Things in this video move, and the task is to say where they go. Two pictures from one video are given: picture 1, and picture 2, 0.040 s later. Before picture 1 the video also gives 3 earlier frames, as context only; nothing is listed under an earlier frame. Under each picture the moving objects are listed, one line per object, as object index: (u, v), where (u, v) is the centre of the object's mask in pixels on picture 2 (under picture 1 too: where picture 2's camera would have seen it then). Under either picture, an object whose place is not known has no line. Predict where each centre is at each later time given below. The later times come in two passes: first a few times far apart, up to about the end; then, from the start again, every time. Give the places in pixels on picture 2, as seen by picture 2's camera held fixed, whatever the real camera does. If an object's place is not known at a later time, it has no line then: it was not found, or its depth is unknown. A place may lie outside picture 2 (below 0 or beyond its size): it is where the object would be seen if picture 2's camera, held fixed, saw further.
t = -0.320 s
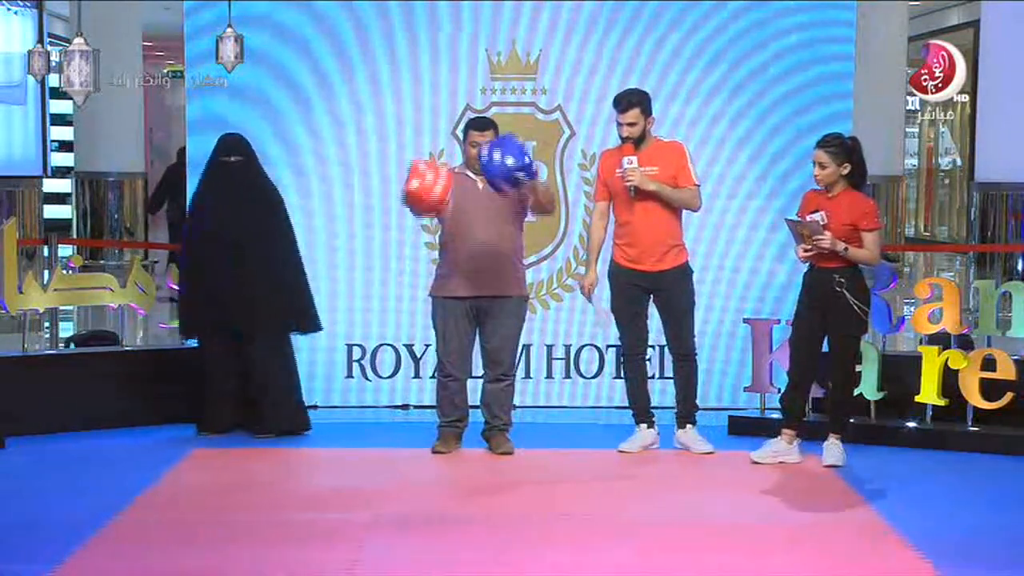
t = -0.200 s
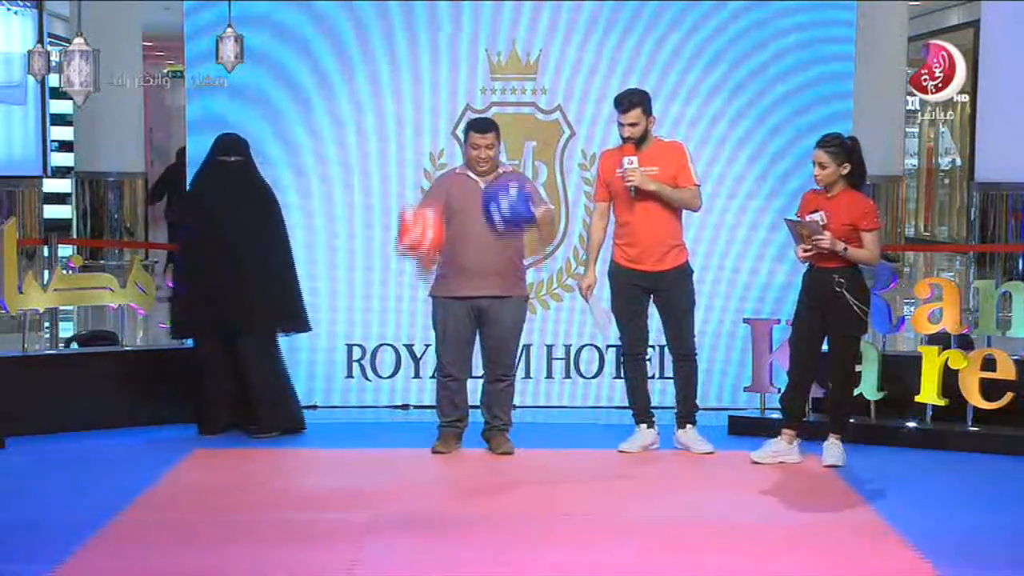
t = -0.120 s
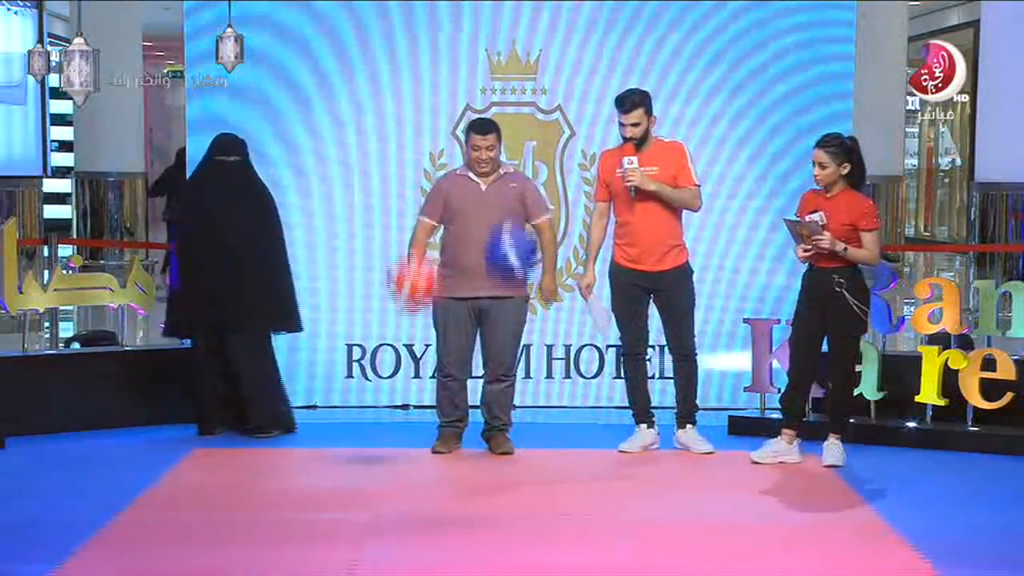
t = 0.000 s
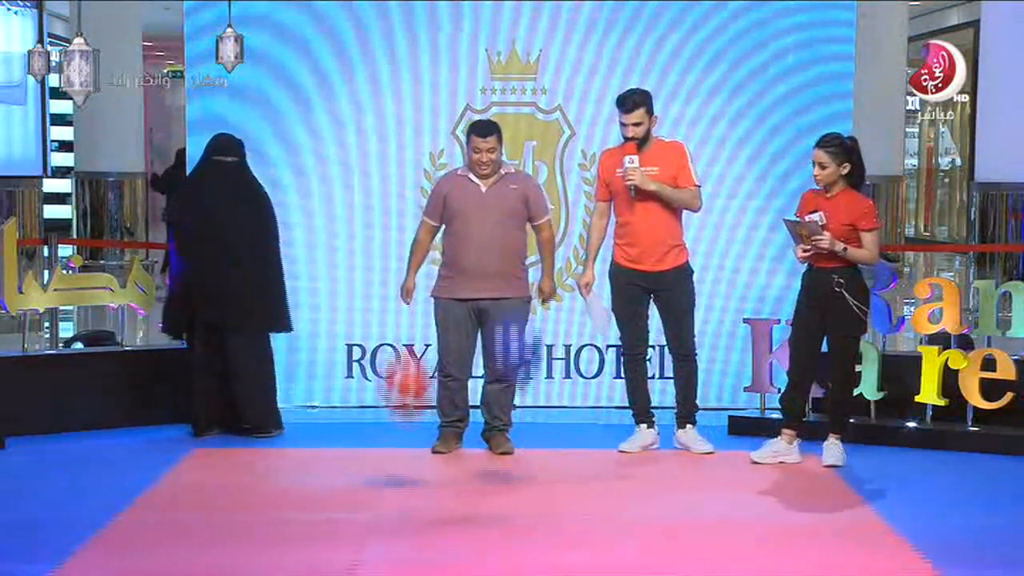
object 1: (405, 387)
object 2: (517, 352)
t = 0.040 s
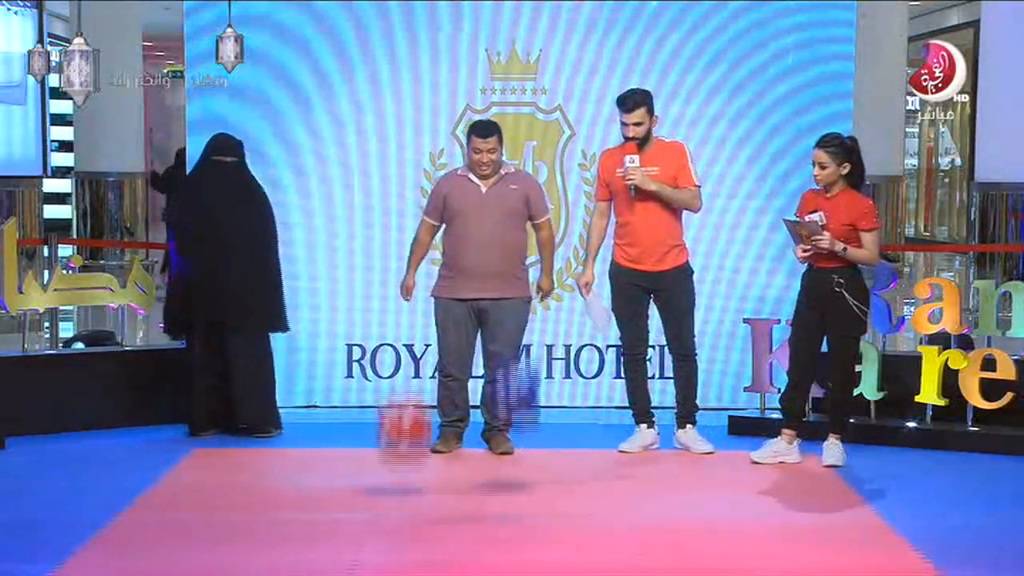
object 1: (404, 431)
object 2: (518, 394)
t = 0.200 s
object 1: (387, 449)
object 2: (498, 454)
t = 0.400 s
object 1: (360, 454)
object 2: (448, 442)
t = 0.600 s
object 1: (342, 487)
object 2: (406, 481)
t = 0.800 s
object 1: (334, 513)
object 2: (394, 491)
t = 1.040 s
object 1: (292, 515)
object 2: (389, 500)
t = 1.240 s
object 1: (266, 524)
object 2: (391, 510)
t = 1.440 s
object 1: (245, 535)
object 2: (394, 518)
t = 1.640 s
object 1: (236, 537)
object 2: (395, 516)
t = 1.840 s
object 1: (230, 542)
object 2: (400, 524)
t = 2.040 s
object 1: (224, 547)
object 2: (387, 529)
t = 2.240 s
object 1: (225, 548)
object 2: (369, 530)
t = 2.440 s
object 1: (220, 553)
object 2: (358, 526)
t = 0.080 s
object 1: (400, 473)
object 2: (518, 444)
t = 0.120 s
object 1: (396, 472)
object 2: (515, 478)
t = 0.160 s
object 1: (392, 458)
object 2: (508, 468)
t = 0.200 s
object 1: (387, 449)
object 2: (498, 454)
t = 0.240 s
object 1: (382, 442)
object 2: (488, 445)
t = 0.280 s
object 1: (376, 439)
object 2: (478, 436)
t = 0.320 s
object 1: (371, 440)
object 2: (469, 434)
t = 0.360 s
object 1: (366, 444)
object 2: (457, 436)
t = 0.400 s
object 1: (360, 454)
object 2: (448, 442)
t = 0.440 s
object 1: (355, 466)
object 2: (437, 450)
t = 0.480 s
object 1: (350, 482)
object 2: (426, 463)
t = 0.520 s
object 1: (344, 498)
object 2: (416, 481)
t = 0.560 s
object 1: (343, 493)
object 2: (410, 488)
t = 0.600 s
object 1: (342, 487)
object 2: (406, 481)
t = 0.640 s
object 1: (340, 485)
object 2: (403, 480)
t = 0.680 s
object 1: (340, 487)
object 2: (400, 482)
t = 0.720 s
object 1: (338, 492)
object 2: (396, 489)
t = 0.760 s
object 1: (336, 503)
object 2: (394, 495)
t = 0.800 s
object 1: (334, 513)
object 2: (394, 491)
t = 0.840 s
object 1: (328, 510)
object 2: (393, 490)
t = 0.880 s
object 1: (321, 510)
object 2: (393, 492)
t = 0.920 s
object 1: (313, 515)
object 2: (392, 498)
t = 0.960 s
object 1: (305, 517)
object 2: (392, 497)
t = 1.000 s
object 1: (299, 514)
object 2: (390, 496)
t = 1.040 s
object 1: (292, 515)
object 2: (389, 500)
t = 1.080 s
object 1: (286, 519)
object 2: (388, 507)
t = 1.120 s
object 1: (280, 524)
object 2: (388, 506)
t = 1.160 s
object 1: (275, 525)
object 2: (388, 506)
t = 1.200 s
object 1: (269, 528)
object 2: (389, 507)
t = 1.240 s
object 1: (266, 524)
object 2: (391, 510)
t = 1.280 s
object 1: (261, 524)
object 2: (392, 513)
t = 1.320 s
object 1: (258, 525)
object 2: (394, 512)
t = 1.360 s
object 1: (254, 529)
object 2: (395, 513)
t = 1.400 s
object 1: (249, 533)
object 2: (395, 516)
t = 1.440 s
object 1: (245, 535)
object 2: (394, 518)
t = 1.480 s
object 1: (242, 535)
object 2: (394, 515)
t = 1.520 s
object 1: (239, 537)
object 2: (394, 515)
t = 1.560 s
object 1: (238, 539)
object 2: (394, 514)
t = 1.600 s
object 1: (238, 537)
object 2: (395, 515)
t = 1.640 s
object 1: (236, 537)
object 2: (395, 516)
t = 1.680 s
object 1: (235, 537)
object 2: (396, 518)
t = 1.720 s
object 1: (235, 537)
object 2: (397, 521)
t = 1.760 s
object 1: (234, 538)
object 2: (399, 525)
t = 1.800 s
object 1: (233, 539)
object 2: (400, 523)
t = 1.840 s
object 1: (230, 542)
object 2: (400, 524)
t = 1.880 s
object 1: (228, 544)
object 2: (399, 524)
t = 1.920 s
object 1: (227, 544)
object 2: (398, 526)
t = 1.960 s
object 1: (225, 544)
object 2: (395, 529)
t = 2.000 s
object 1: (224, 545)
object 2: (391, 530)
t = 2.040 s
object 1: (224, 547)
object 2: (387, 529)
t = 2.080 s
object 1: (224, 548)
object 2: (384, 527)
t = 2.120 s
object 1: (225, 548)
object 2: (381, 527)
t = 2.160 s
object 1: (225, 547)
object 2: (378, 528)
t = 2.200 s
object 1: (225, 548)
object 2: (374, 529)
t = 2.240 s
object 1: (225, 548)
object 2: (369, 530)
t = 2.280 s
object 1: (225, 548)
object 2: (365, 531)
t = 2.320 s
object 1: (224, 549)
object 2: (362, 530)
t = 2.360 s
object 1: (224, 550)
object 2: (360, 528)
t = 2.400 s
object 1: (222, 552)
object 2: (358, 527)
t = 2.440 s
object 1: (220, 553)
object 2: (358, 526)
